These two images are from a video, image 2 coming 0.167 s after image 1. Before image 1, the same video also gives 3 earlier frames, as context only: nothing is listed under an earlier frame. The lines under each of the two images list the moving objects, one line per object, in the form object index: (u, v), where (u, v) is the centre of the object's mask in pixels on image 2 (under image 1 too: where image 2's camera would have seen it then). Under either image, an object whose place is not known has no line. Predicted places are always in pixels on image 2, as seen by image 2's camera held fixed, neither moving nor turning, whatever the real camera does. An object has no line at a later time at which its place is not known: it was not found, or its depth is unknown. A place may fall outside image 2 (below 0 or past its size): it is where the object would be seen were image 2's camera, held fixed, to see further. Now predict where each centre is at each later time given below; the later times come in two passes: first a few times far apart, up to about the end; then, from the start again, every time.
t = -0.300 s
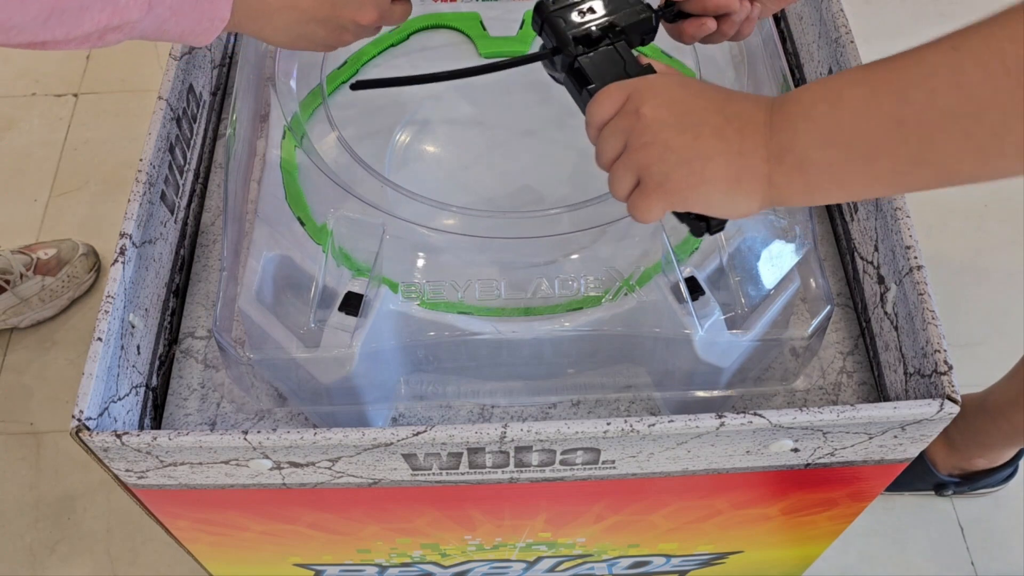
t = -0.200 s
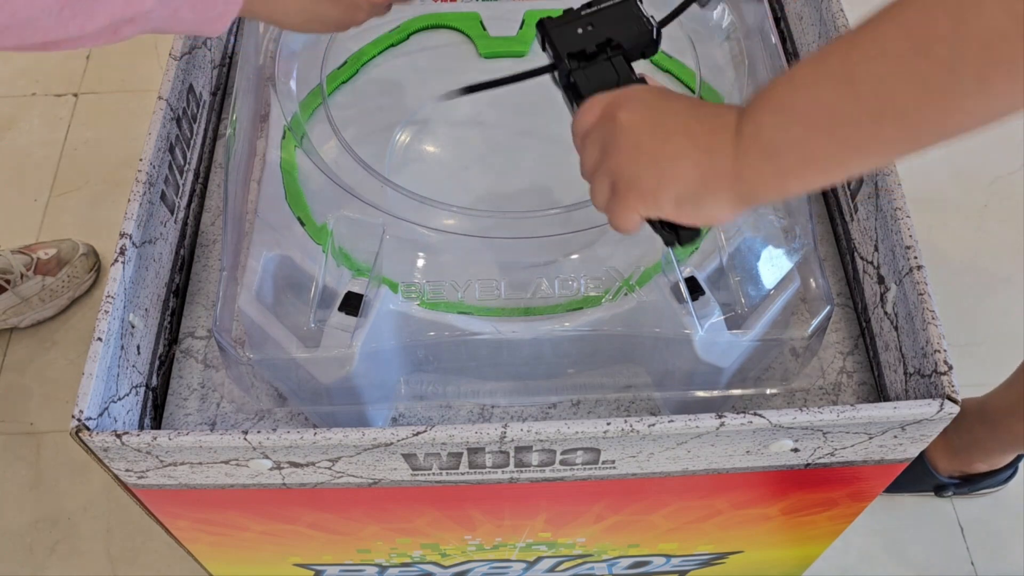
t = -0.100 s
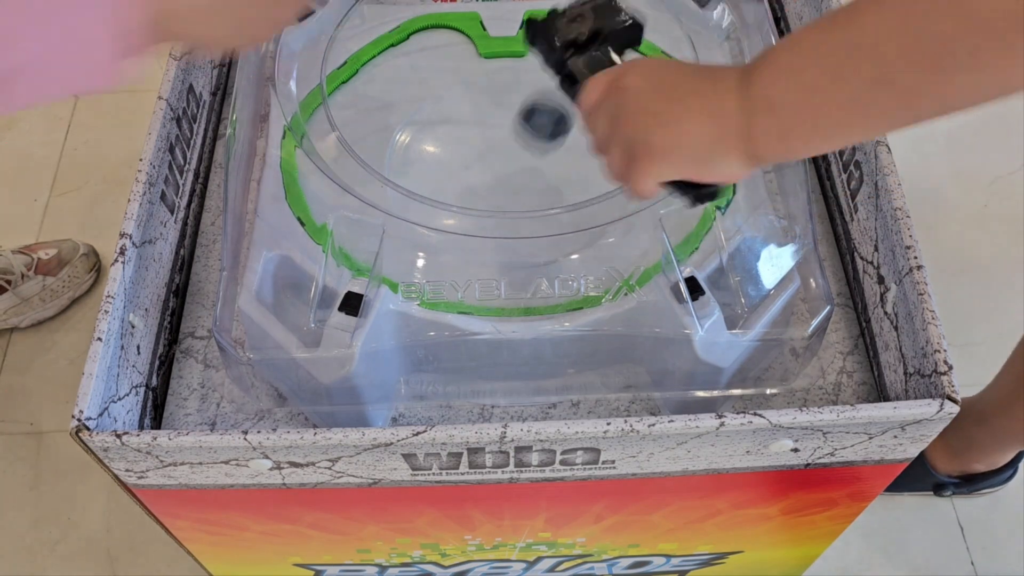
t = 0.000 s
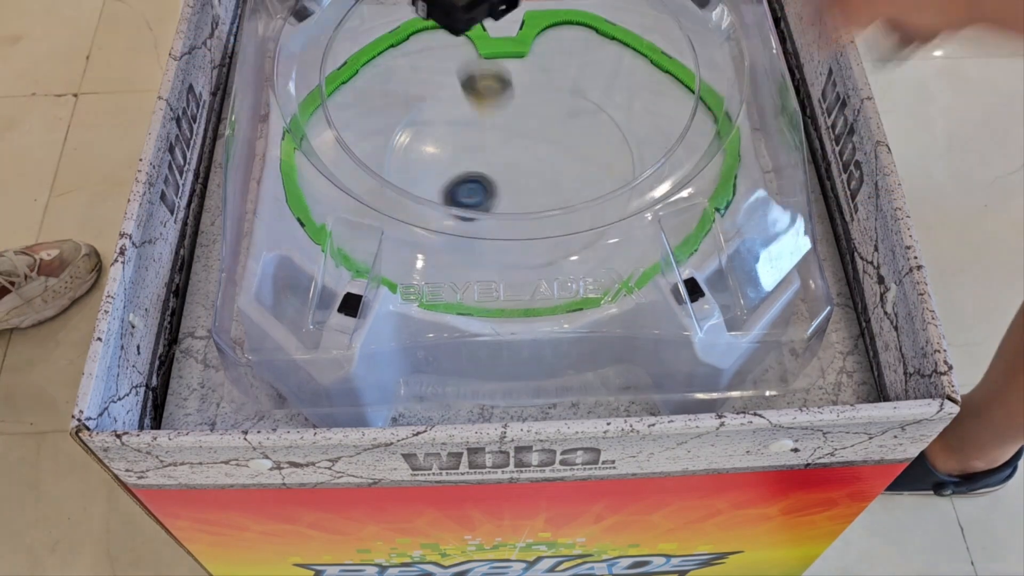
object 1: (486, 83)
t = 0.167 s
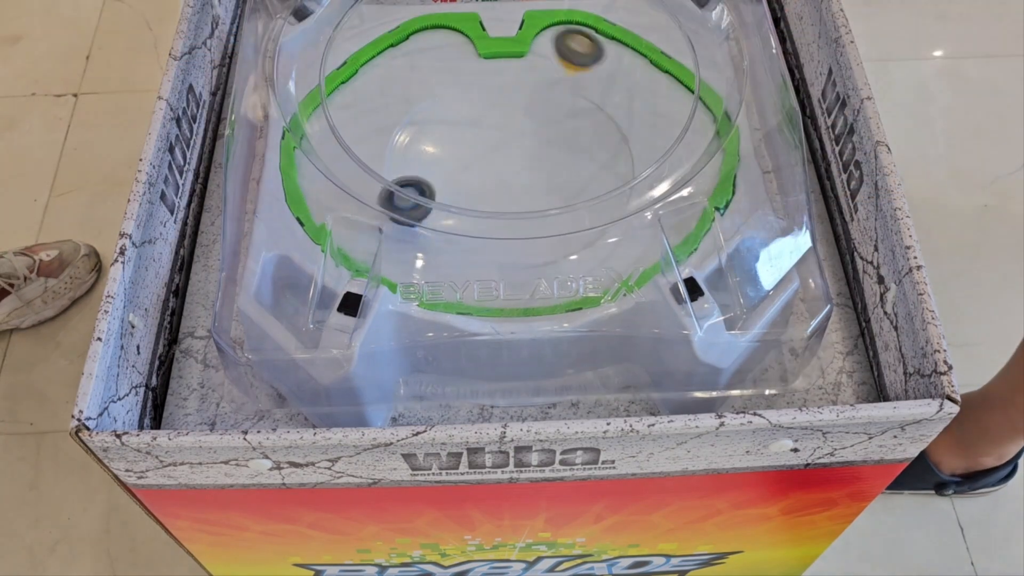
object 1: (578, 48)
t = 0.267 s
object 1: (619, 47)
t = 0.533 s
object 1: (624, 29)
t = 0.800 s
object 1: (545, 46)
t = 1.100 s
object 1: (501, 133)
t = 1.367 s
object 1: (529, 107)
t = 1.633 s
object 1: (385, 12)
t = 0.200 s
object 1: (595, 61)
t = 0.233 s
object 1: (609, 66)
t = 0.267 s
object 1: (619, 47)
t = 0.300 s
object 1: (628, 36)
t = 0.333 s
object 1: (635, 36)
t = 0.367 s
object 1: (640, 44)
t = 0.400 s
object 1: (642, 32)
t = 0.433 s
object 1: (643, 25)
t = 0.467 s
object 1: (639, 23)
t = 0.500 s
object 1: (633, 28)
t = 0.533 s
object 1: (624, 29)
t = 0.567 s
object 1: (613, 32)
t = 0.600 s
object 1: (602, 32)
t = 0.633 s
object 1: (589, 32)
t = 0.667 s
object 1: (574, 32)
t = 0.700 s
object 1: (559, 31)
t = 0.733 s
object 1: (542, 29)
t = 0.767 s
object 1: (543, 36)
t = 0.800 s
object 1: (545, 46)
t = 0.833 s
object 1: (545, 57)
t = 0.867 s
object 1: (543, 67)
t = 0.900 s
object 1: (540, 78)
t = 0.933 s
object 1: (535, 89)
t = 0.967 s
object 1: (529, 101)
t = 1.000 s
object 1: (522, 111)
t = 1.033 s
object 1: (514, 120)
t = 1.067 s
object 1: (507, 127)
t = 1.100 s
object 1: (501, 133)
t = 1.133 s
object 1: (498, 136)
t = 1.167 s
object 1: (497, 137)
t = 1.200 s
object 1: (498, 137)
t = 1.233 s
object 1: (501, 135)
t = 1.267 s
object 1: (506, 130)
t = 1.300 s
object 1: (514, 124)
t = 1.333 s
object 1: (522, 116)
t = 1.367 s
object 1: (529, 107)
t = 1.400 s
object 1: (535, 98)
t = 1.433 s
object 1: (538, 88)
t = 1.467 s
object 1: (540, 80)
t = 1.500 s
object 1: (539, 73)
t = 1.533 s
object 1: (536, 68)
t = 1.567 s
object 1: (500, 51)
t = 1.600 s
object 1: (444, 26)
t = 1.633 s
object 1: (385, 12)
